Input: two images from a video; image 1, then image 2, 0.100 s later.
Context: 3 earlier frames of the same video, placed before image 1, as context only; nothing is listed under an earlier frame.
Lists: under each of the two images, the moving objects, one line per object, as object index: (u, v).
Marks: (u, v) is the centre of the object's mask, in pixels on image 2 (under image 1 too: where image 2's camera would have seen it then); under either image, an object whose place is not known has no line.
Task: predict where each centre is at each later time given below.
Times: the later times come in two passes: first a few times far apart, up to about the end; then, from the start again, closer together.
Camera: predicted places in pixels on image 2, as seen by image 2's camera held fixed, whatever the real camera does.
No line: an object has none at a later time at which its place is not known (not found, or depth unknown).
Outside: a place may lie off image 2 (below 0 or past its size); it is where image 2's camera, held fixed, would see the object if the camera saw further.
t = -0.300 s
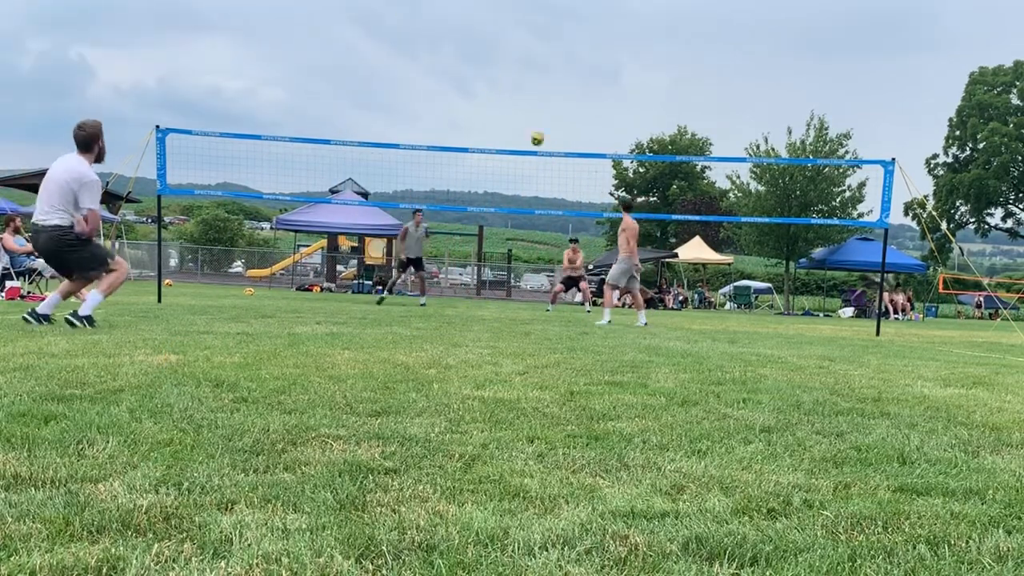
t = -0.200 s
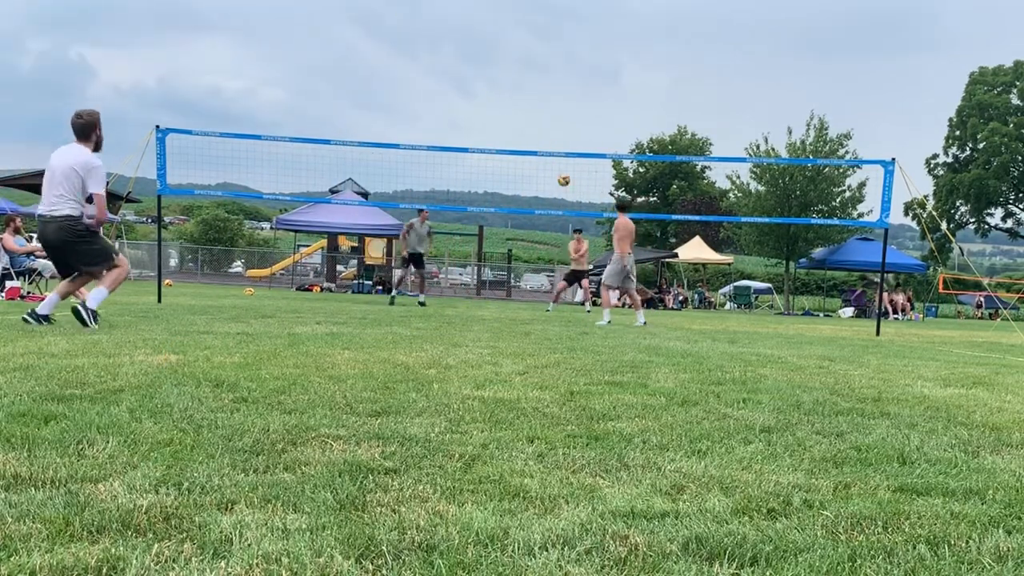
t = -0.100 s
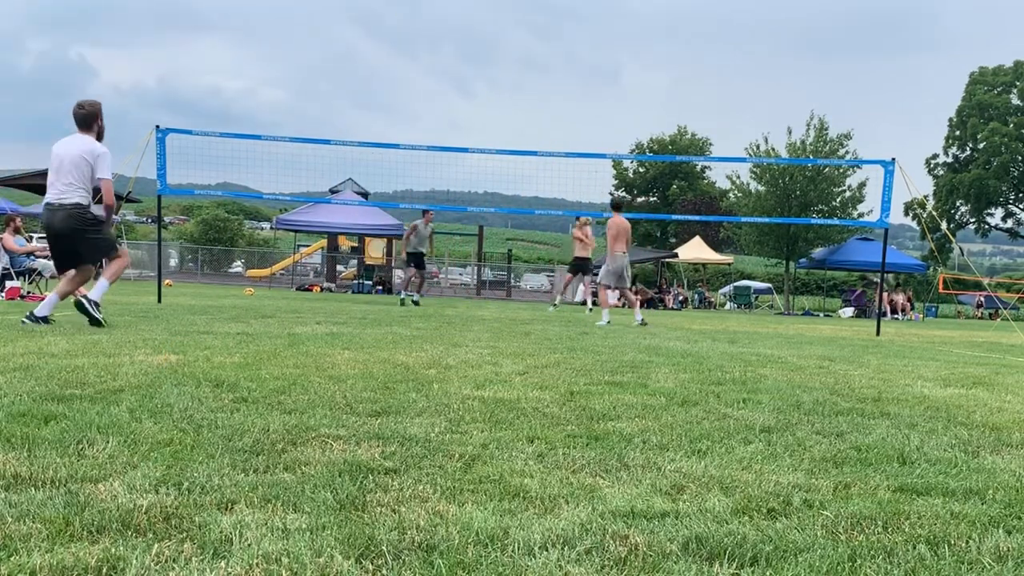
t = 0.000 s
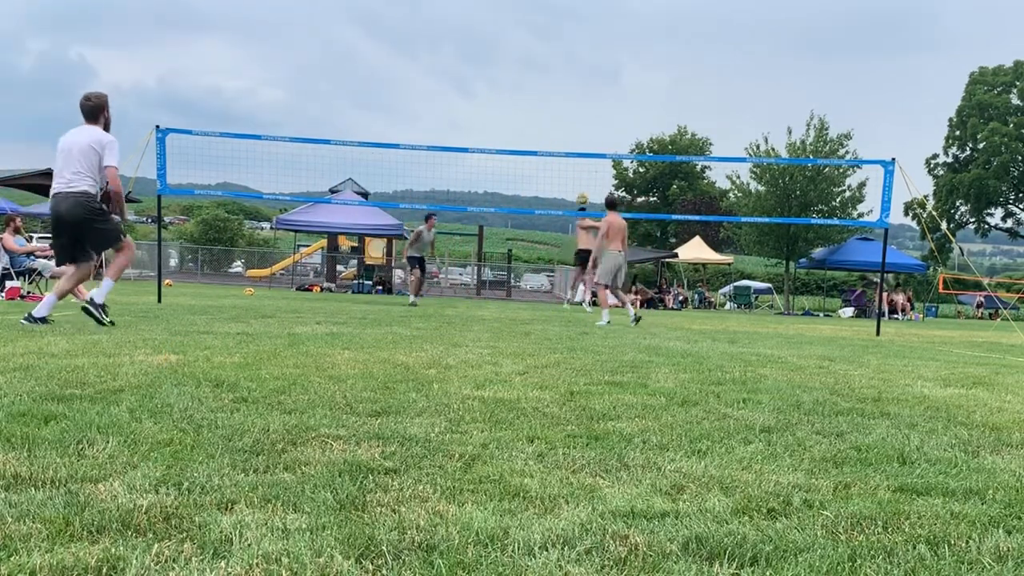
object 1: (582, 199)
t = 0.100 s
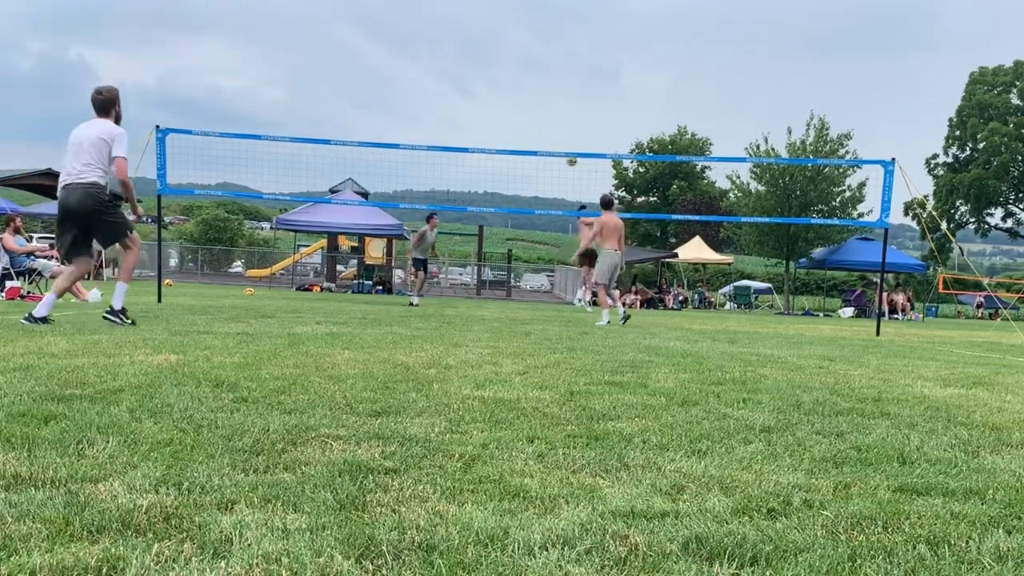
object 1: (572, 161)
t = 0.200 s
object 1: (560, 128)
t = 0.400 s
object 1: (535, 81)
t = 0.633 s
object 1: (505, 54)
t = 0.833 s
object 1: (479, 54)
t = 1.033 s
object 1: (453, 74)
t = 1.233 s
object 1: (427, 114)
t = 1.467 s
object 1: (397, 181)
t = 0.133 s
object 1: (568, 148)
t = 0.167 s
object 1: (564, 138)
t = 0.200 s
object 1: (560, 128)
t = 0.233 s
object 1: (556, 119)
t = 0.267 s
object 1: (552, 109)
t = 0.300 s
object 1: (548, 101)
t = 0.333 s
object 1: (544, 94)
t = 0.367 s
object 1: (540, 86)
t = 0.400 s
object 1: (535, 81)
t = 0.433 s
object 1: (531, 75)
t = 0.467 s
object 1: (527, 70)
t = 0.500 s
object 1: (522, 66)
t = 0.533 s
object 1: (518, 61)
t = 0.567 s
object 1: (514, 58)
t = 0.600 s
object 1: (510, 56)
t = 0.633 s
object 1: (505, 54)
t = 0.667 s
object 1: (501, 52)
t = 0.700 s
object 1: (497, 51)
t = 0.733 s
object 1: (492, 51)
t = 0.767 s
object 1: (488, 52)
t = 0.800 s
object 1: (483, 53)
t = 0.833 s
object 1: (479, 54)
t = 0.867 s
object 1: (475, 56)
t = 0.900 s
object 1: (470, 59)
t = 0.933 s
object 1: (466, 62)
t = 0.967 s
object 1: (462, 65)
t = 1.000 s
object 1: (457, 70)
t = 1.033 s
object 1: (453, 74)
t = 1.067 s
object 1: (449, 80)
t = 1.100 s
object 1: (444, 86)
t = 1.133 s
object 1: (440, 92)
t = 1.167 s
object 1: (435, 99)
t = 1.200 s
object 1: (431, 107)
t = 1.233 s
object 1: (427, 114)
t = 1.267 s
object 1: (422, 123)
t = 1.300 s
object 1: (418, 131)
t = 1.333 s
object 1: (415, 140)
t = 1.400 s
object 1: (406, 160)
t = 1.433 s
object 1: (401, 171)
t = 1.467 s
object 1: (397, 181)
